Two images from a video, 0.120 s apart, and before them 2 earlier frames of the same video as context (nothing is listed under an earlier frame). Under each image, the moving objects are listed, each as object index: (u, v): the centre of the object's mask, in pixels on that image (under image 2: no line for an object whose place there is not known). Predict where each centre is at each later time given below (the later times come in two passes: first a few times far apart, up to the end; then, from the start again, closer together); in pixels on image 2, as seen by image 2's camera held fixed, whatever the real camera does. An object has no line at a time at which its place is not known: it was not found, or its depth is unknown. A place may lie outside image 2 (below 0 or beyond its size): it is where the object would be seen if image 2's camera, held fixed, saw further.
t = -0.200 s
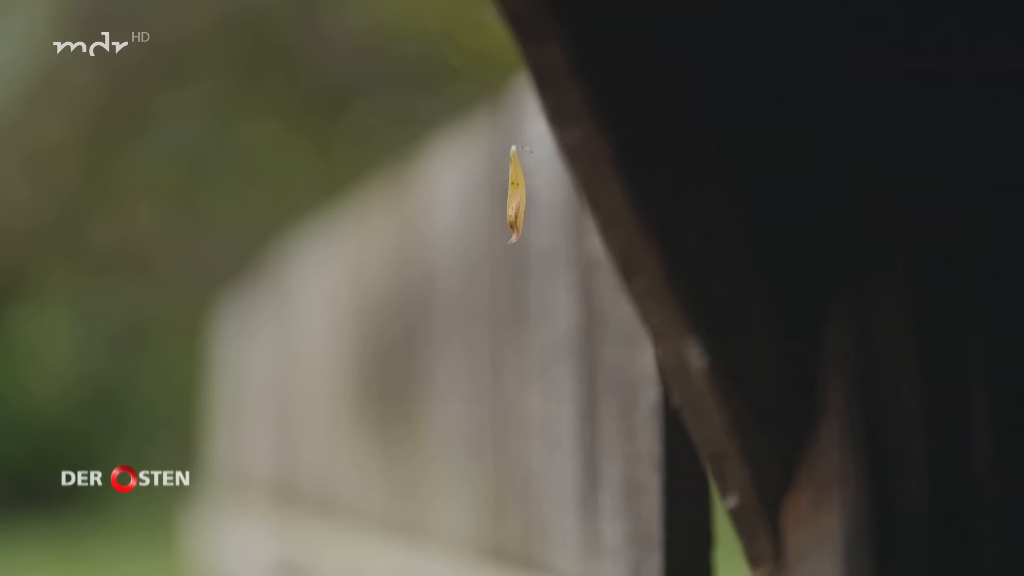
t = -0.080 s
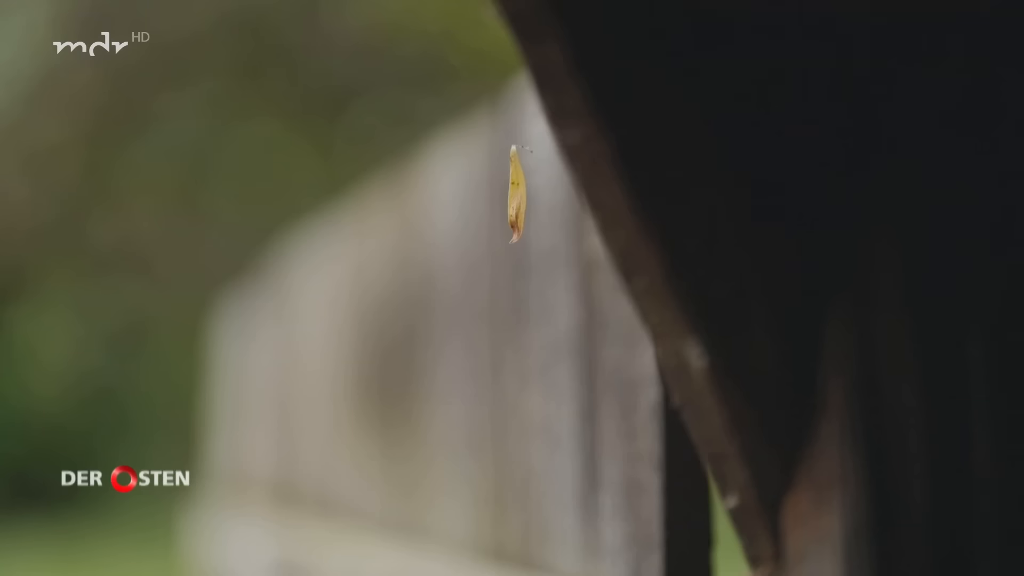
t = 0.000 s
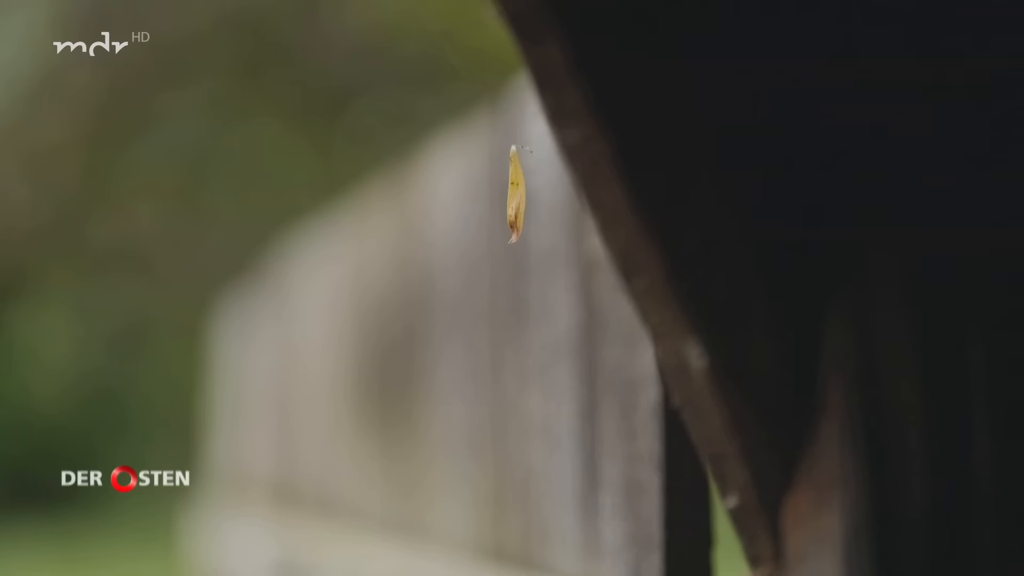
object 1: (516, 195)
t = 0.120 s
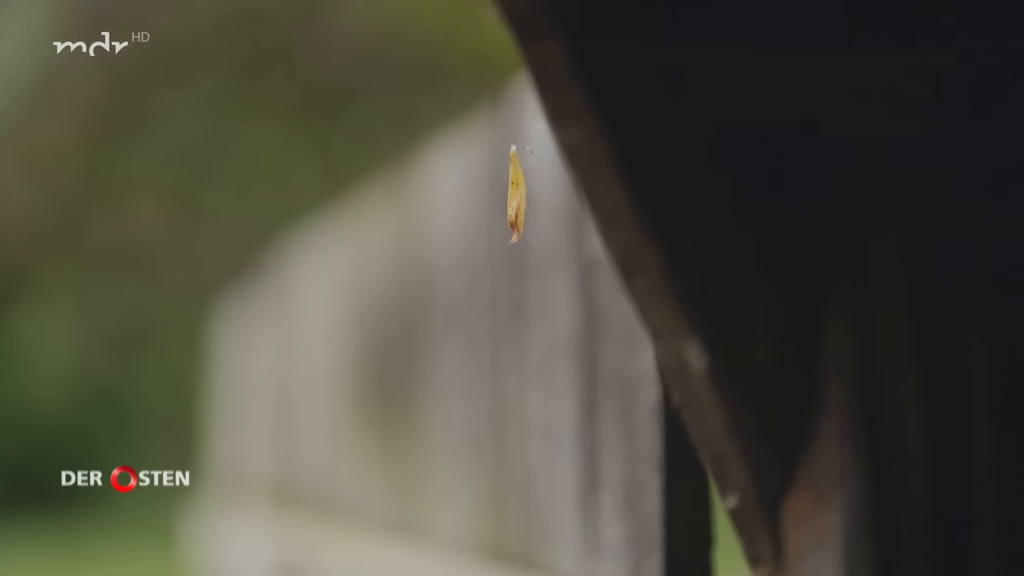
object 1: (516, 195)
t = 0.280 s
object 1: (515, 195)
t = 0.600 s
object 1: (515, 195)
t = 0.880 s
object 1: (516, 195)
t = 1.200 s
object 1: (514, 195)
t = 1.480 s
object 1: (512, 195)
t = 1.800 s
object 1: (514, 195)
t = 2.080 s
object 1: (511, 195)
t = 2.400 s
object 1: (506, 194)
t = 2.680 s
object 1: (511, 195)
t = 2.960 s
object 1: (512, 196)
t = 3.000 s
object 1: (516, 194)
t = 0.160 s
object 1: (516, 195)
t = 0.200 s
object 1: (516, 195)
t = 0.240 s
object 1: (516, 195)
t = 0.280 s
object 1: (515, 195)
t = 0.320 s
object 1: (515, 195)
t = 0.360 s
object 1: (516, 195)
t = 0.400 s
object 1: (516, 195)
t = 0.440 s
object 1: (516, 195)
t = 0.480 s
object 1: (516, 195)
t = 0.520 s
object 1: (516, 195)
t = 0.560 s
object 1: (515, 195)
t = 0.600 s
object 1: (515, 195)
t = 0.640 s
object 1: (516, 195)
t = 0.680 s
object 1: (516, 194)
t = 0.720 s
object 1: (516, 194)
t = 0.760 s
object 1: (515, 195)
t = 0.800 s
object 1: (516, 195)
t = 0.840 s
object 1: (516, 194)
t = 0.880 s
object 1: (516, 195)
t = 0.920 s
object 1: (517, 194)
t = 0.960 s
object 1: (517, 195)
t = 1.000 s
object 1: (516, 195)
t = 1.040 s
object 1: (516, 195)
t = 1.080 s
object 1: (516, 195)
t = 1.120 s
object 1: (516, 195)
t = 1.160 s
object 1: (515, 195)
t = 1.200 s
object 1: (514, 195)
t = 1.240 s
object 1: (513, 195)
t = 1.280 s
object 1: (513, 195)
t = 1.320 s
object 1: (514, 195)
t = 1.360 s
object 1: (514, 195)
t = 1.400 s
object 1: (514, 195)
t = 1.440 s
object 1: (513, 195)
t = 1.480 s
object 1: (512, 195)
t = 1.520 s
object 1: (512, 195)
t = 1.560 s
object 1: (512, 195)
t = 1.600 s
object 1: (514, 195)
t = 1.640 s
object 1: (516, 195)
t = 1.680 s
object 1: (517, 194)
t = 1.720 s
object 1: (517, 195)
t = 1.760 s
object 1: (515, 195)
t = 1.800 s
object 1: (514, 195)
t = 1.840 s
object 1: (513, 195)
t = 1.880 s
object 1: (514, 195)
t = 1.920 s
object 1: (515, 194)
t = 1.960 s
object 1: (516, 194)
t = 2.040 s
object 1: (514, 195)
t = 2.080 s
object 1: (511, 195)
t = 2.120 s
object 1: (510, 195)
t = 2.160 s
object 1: (511, 196)
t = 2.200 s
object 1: (511, 195)
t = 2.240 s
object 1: (508, 195)
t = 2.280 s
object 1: (507, 195)
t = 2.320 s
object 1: (506, 195)
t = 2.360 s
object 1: (506, 194)
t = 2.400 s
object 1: (506, 194)
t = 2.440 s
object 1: (507, 195)
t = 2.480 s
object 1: (507, 195)
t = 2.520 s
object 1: (509, 195)
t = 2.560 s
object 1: (512, 195)
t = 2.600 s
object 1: (513, 195)
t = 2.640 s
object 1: (512, 195)
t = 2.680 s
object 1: (511, 195)
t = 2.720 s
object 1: (511, 195)
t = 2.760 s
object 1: (513, 195)
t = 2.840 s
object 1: (509, 195)
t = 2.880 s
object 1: (507, 195)
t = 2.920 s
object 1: (507, 195)
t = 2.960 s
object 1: (512, 196)
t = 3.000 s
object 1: (516, 194)
